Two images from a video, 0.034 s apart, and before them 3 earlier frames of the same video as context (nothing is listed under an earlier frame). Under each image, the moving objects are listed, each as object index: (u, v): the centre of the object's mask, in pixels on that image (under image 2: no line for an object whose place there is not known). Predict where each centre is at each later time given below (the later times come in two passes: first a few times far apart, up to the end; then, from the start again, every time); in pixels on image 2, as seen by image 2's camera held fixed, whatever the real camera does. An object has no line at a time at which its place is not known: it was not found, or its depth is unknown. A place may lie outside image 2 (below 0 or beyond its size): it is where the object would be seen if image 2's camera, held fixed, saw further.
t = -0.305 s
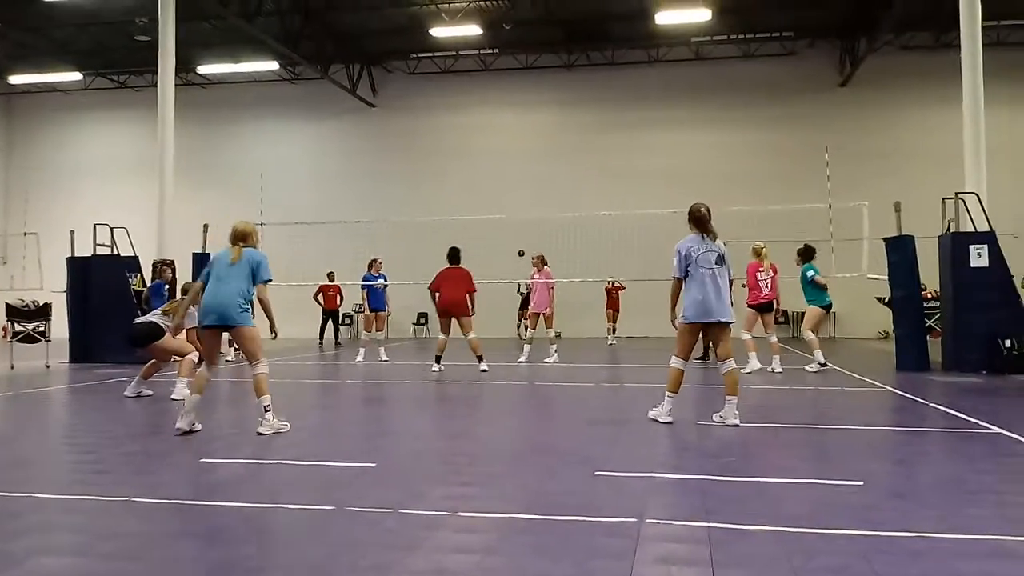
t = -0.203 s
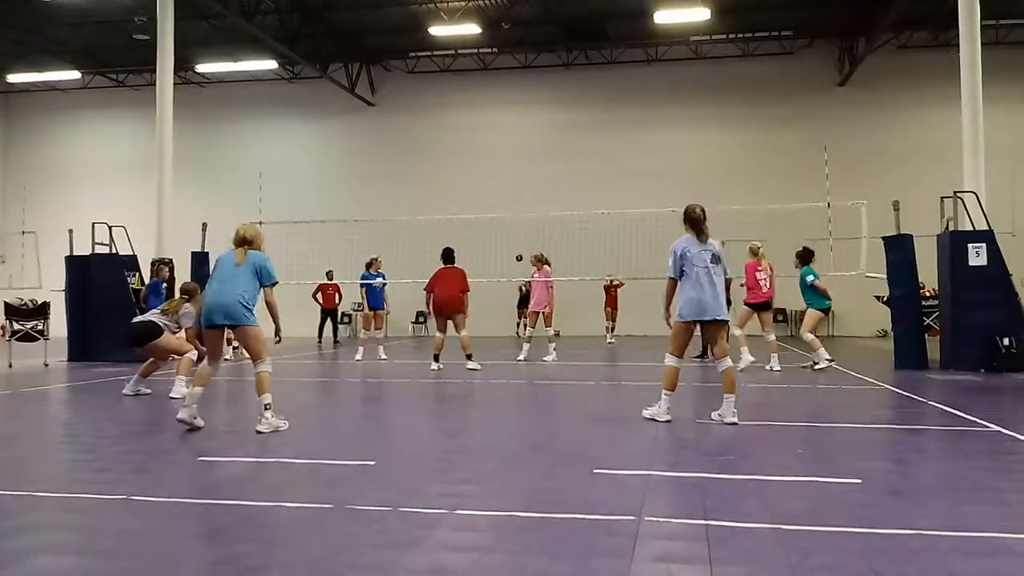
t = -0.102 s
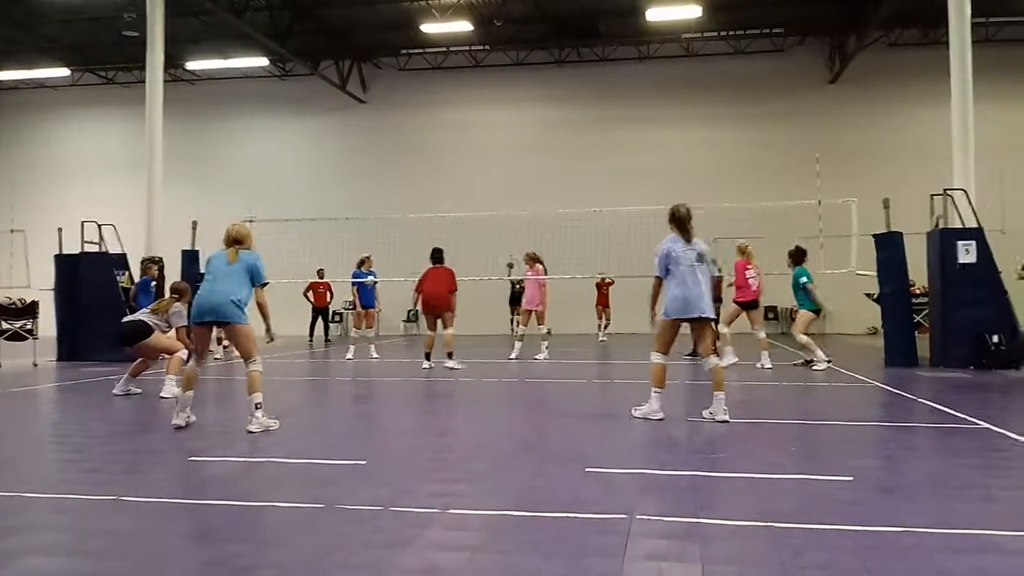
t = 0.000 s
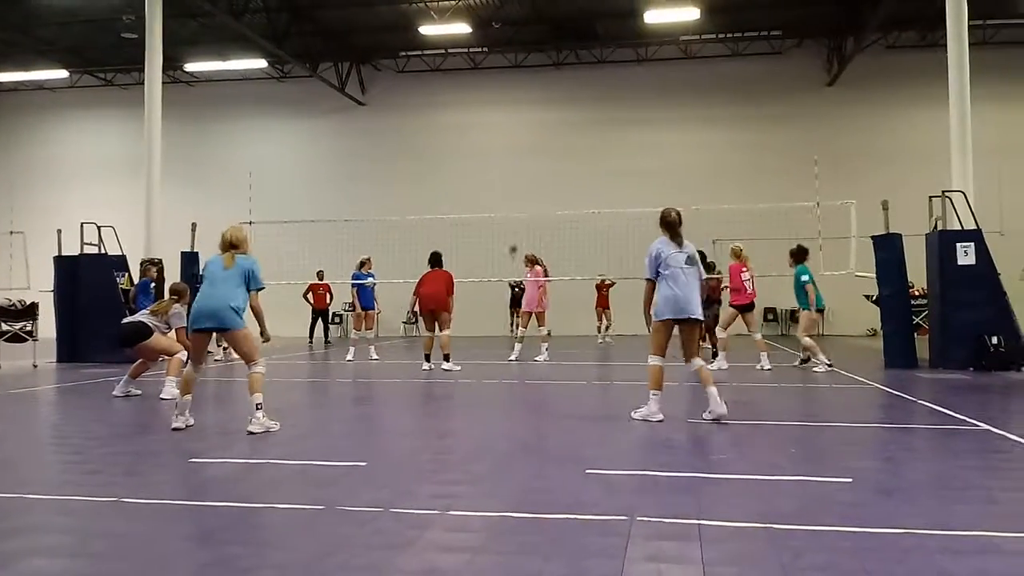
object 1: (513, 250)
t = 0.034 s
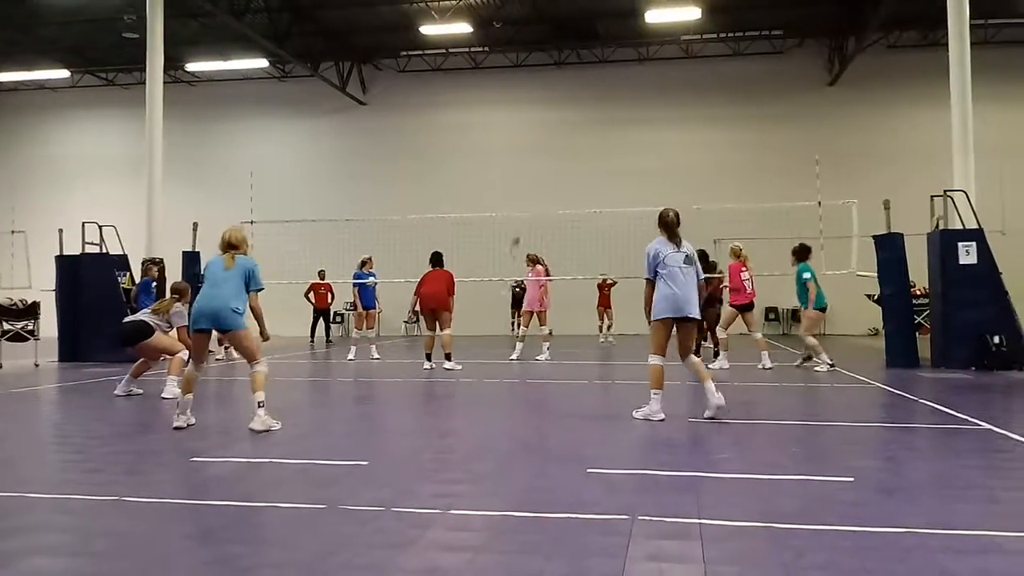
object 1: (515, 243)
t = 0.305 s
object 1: (530, 188)
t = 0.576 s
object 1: (546, 152)
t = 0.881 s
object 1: (574, 145)
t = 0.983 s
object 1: (586, 157)
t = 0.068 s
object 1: (517, 235)
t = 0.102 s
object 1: (519, 226)
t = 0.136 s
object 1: (521, 220)
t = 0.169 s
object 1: (524, 212)
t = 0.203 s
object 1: (525, 206)
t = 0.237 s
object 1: (527, 200)
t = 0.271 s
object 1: (528, 194)
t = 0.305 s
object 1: (530, 188)
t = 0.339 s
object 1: (532, 182)
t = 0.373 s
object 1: (534, 176)
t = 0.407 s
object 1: (536, 172)
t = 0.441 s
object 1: (537, 167)
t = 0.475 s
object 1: (539, 163)
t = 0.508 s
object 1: (542, 159)
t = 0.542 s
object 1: (544, 155)
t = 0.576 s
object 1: (546, 152)
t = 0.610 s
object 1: (549, 148)
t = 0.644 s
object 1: (551, 147)
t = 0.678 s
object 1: (554, 145)
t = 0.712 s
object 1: (557, 144)
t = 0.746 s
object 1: (560, 142)
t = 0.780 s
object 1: (563, 141)
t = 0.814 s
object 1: (566, 142)
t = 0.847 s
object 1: (570, 143)
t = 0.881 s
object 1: (574, 145)
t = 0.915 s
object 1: (578, 148)
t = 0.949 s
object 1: (582, 151)
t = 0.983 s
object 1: (586, 157)
